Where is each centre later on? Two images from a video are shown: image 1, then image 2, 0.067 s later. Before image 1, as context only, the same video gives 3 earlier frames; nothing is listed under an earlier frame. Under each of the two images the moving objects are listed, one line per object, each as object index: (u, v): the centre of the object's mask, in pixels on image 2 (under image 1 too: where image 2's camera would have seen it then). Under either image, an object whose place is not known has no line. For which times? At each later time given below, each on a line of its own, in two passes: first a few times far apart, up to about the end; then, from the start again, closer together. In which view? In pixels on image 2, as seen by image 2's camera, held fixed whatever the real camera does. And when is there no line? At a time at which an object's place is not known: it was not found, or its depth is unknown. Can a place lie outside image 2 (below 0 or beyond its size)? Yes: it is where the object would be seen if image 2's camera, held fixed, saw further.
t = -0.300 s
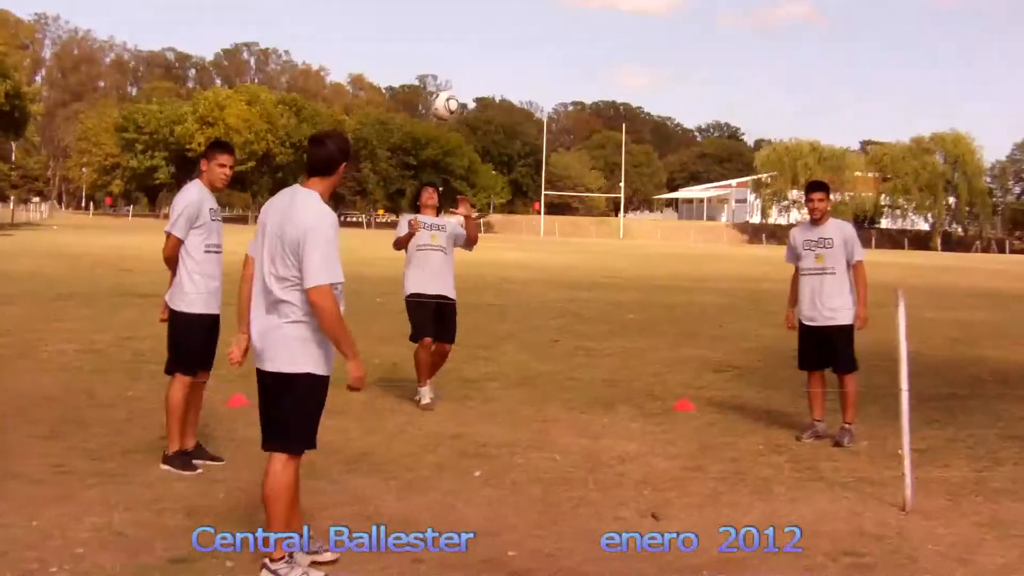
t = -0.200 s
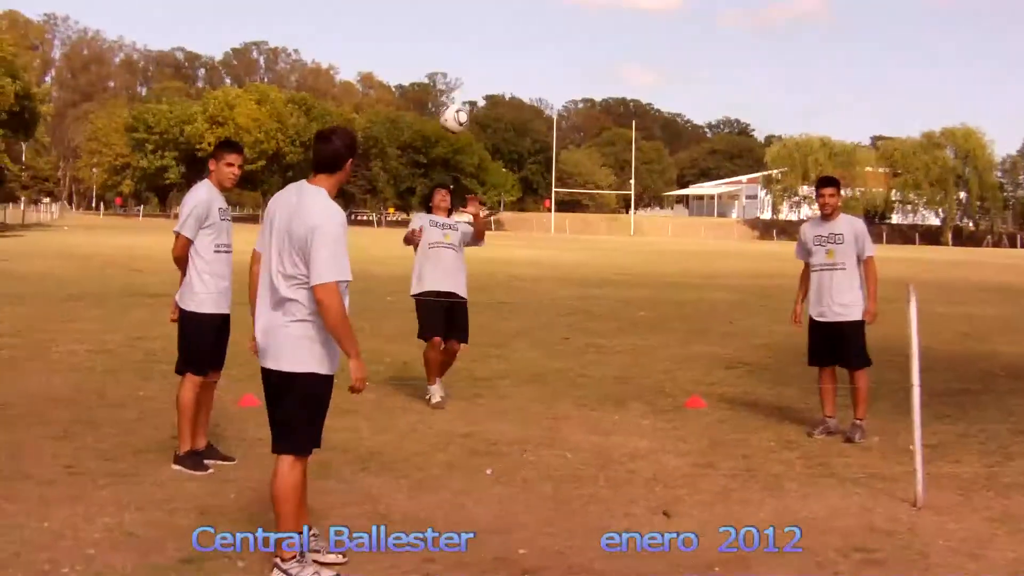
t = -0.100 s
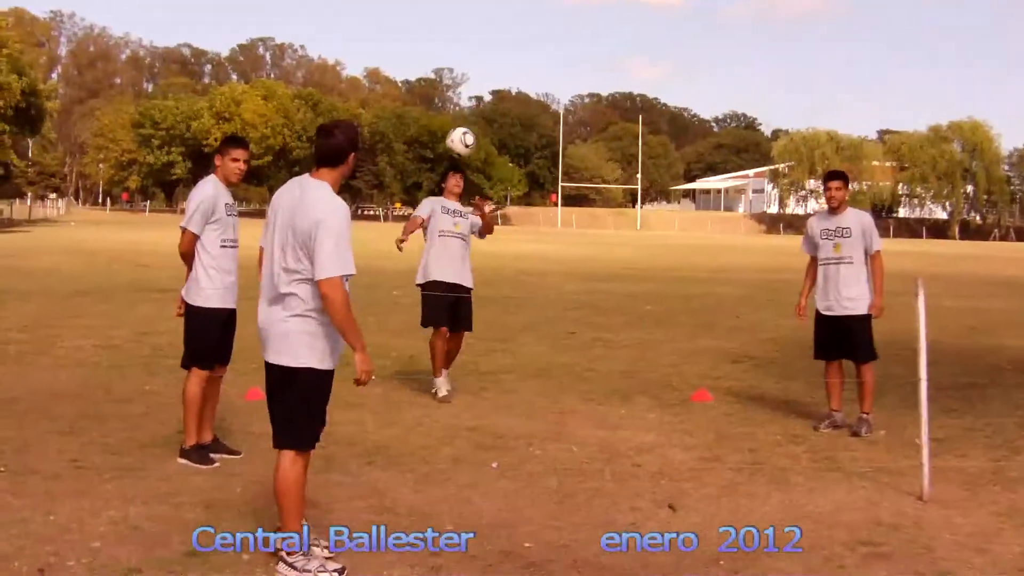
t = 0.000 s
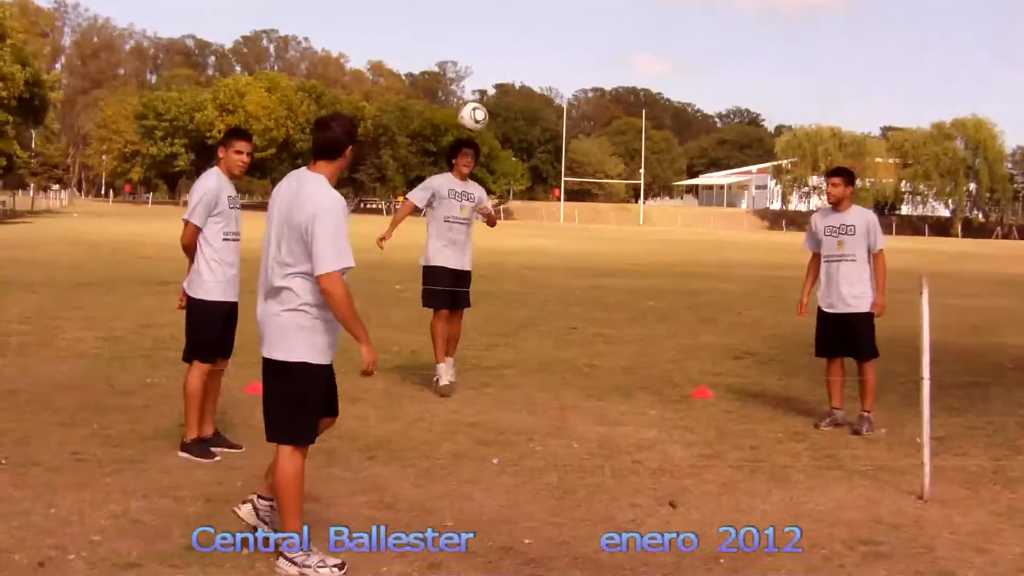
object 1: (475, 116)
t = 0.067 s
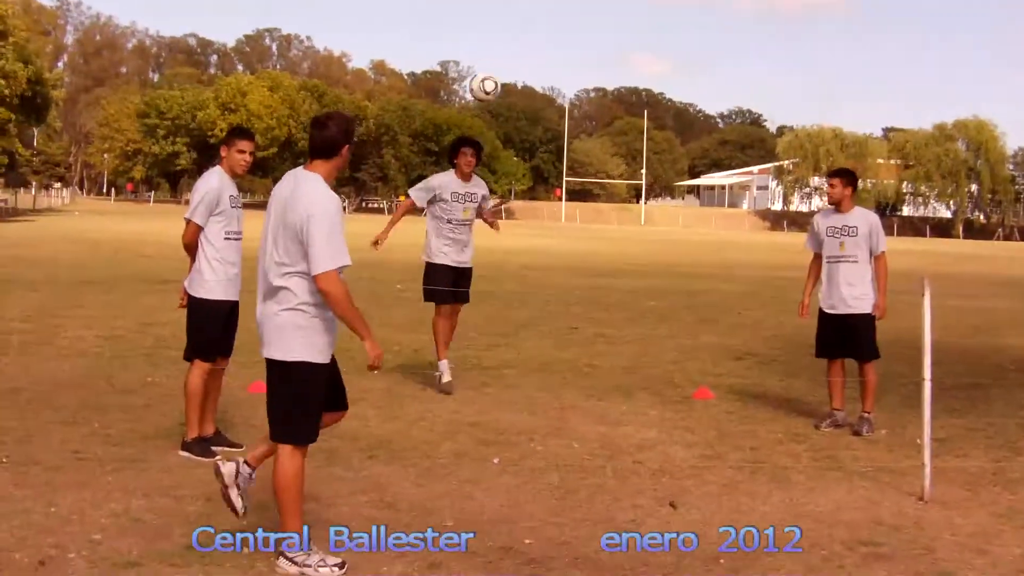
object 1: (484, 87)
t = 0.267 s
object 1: (516, 25)
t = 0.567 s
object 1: (568, 34)
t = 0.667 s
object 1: (591, 80)
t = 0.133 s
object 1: (494, 63)
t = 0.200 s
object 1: (505, 41)
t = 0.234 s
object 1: (511, 33)
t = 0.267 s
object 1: (516, 25)
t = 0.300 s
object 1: (521, 19)
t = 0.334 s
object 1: (526, 15)
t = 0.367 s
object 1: (532, 12)
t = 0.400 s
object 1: (537, 11)
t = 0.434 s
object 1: (543, 10)
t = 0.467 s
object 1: (548, 13)
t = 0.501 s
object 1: (555, 18)
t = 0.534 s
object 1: (561, 25)
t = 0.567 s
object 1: (568, 34)
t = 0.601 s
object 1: (575, 46)
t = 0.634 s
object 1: (583, 62)
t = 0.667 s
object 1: (591, 80)
